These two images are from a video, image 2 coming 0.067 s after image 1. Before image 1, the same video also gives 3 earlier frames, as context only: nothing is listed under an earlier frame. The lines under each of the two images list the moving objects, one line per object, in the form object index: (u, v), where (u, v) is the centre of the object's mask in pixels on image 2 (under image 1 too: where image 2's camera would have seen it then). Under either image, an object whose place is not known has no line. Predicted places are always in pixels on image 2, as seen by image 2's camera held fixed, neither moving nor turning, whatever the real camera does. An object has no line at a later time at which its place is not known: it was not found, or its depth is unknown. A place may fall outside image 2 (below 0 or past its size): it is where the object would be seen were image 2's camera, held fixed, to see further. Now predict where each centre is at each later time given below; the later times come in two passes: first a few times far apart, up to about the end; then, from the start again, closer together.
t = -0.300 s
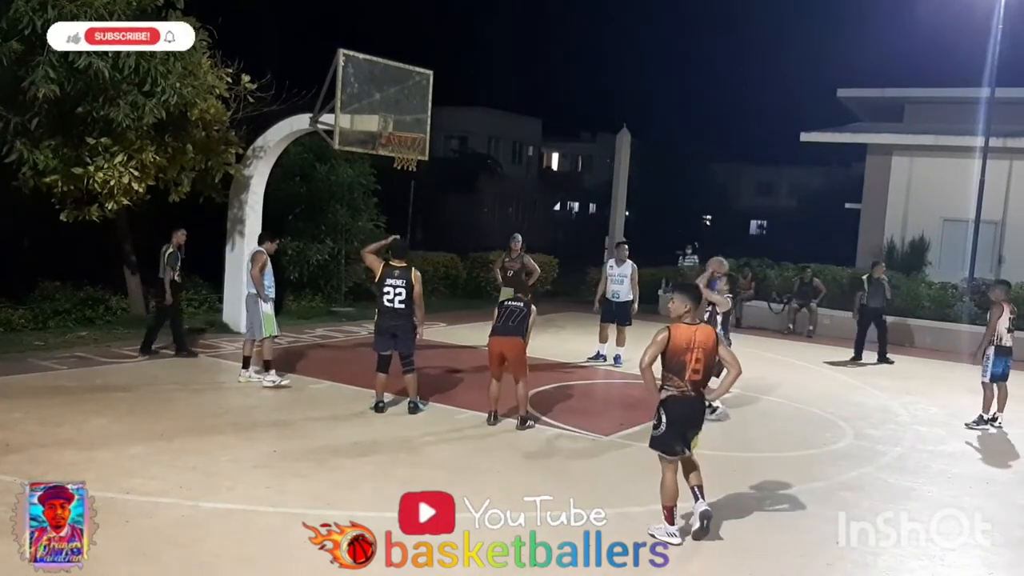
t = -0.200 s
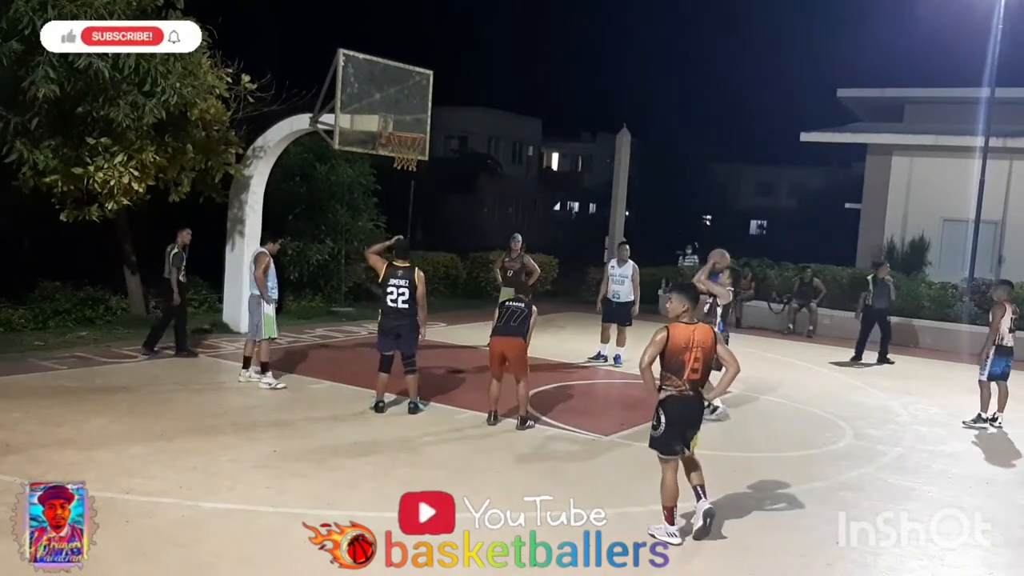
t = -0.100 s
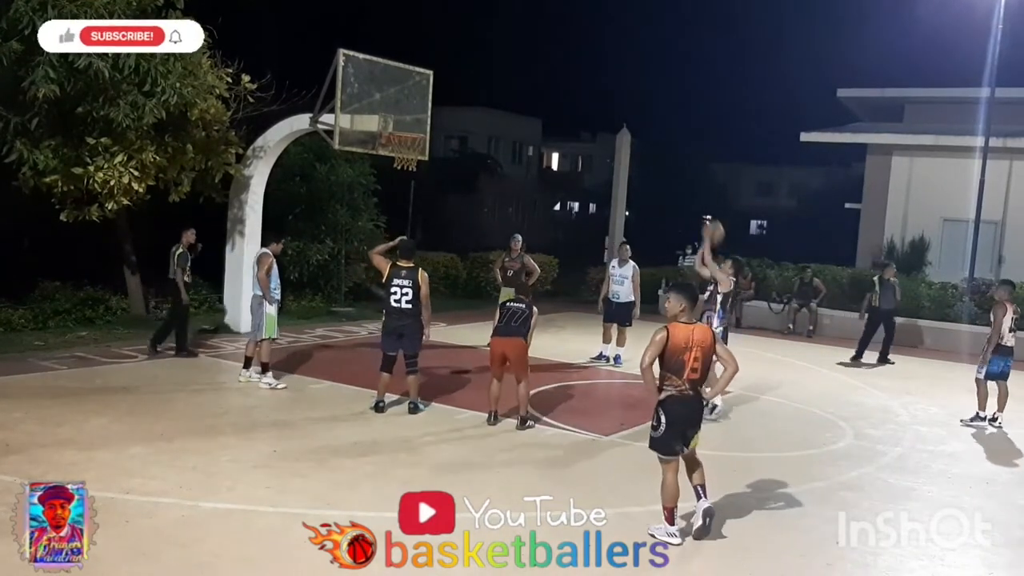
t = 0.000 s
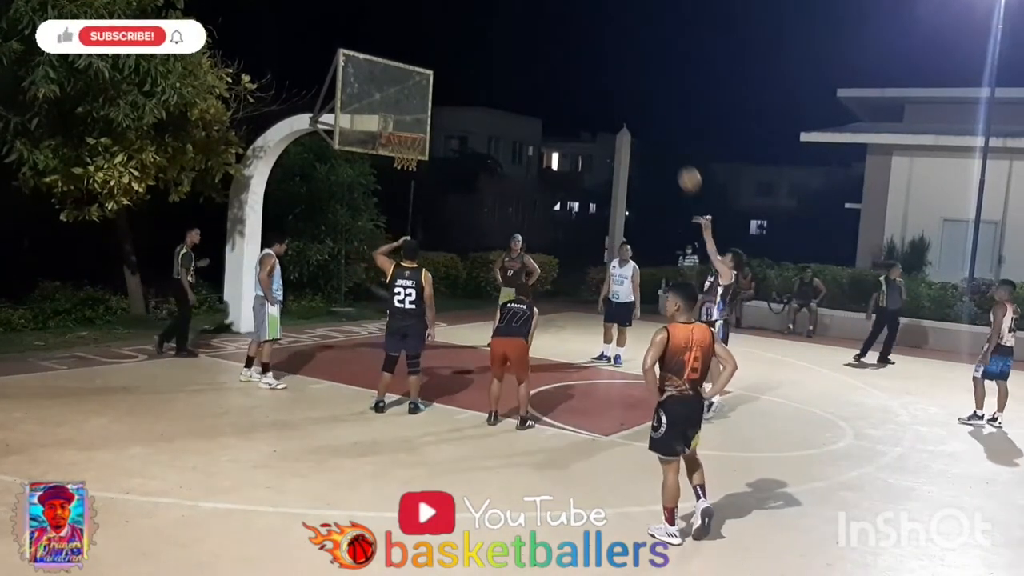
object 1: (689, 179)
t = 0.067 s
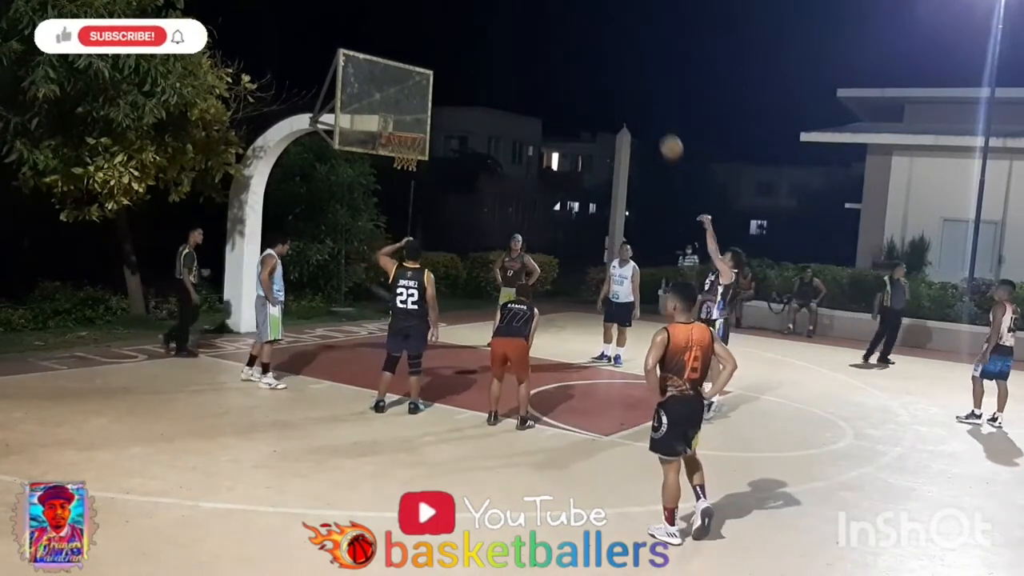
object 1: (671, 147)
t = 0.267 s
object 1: (617, 76)
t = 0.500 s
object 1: (554, 37)
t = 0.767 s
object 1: (486, 50)
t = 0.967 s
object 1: (438, 95)
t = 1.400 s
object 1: (392, 183)
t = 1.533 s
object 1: (389, 217)
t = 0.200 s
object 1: (635, 95)
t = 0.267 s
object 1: (617, 76)
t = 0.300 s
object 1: (608, 67)
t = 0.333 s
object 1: (599, 60)
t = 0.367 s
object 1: (590, 53)
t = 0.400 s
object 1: (581, 48)
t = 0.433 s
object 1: (572, 43)
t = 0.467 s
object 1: (563, 40)
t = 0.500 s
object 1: (554, 37)
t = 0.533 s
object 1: (546, 36)
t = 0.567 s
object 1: (537, 35)
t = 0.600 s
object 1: (528, 36)
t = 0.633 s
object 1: (520, 37)
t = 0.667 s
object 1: (511, 39)
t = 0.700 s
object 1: (503, 42)
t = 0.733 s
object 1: (494, 46)
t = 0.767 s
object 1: (486, 50)
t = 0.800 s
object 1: (478, 56)
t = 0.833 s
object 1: (469, 63)
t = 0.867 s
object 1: (461, 70)
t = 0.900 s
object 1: (453, 77)
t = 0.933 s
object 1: (445, 86)
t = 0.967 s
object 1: (438, 95)
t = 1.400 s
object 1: (392, 183)
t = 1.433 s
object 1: (392, 190)
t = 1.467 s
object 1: (391, 198)
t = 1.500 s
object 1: (390, 208)
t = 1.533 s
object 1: (389, 217)
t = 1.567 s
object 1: (388, 227)
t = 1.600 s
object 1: (387, 239)
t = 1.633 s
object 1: (386, 250)
